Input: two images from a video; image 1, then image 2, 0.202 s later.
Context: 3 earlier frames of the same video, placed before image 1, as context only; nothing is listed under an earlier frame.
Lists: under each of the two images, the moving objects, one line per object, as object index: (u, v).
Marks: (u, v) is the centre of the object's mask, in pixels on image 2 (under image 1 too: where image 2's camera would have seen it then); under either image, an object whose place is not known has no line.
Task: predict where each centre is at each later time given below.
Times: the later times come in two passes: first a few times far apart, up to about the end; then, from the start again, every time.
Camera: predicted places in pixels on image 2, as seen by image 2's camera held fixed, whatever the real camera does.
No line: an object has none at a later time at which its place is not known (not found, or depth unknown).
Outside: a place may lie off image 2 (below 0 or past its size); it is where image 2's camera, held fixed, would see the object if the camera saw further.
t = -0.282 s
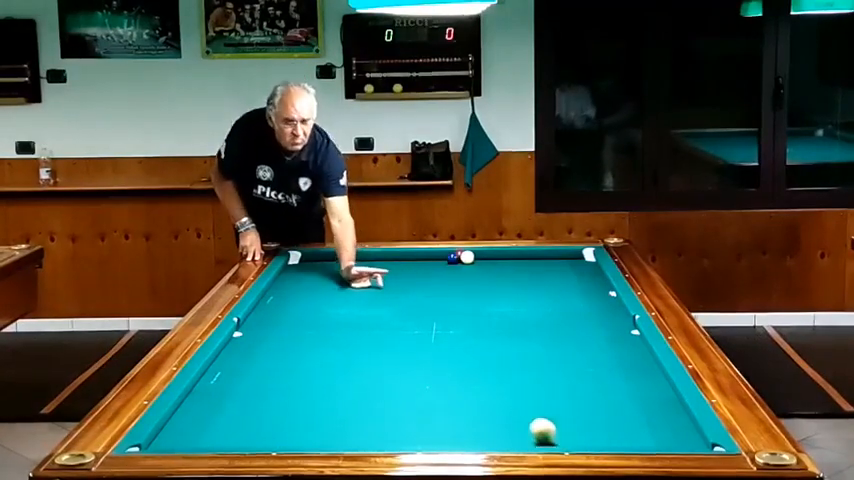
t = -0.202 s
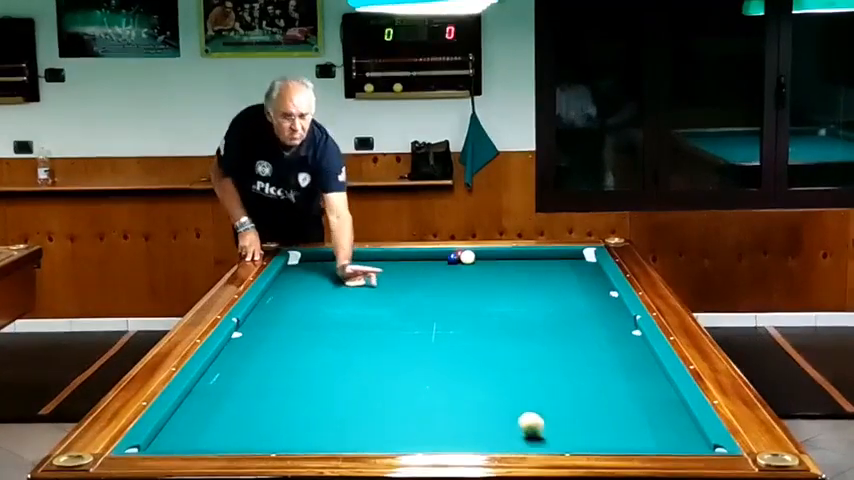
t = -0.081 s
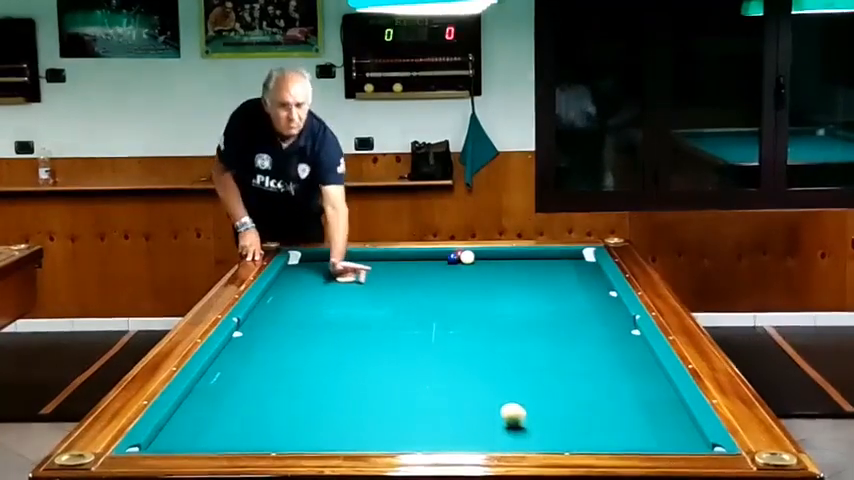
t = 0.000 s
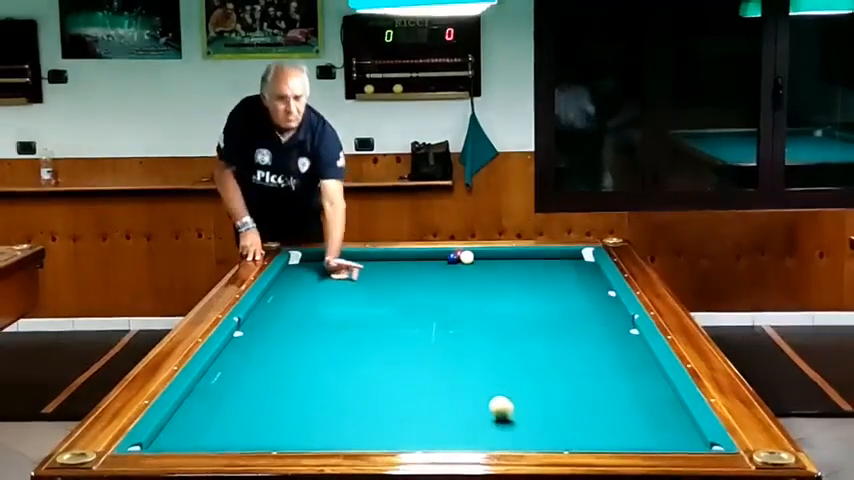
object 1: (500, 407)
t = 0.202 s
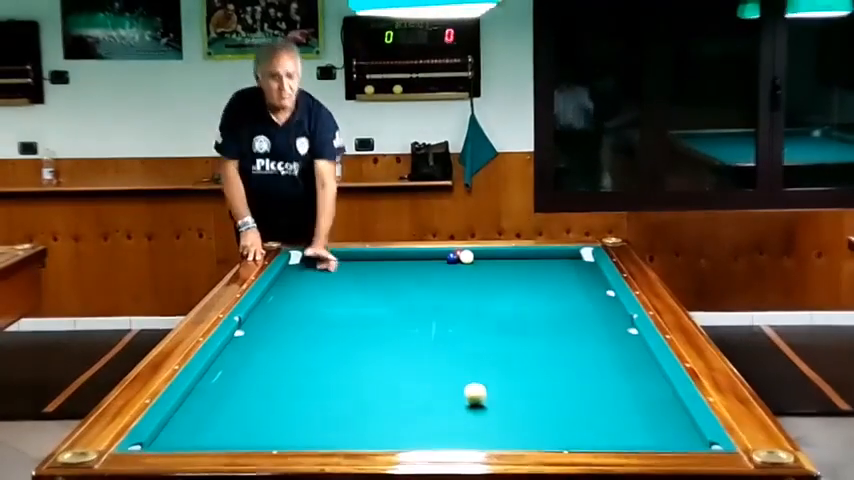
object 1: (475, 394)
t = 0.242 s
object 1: (470, 392)
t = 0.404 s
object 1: (451, 382)
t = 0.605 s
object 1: (429, 371)
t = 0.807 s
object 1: (408, 361)
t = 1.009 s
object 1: (390, 352)
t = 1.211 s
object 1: (372, 343)
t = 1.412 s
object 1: (355, 335)
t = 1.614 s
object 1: (340, 328)
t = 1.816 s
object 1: (326, 320)
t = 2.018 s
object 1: (313, 313)
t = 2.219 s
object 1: (300, 307)
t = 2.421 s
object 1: (288, 301)
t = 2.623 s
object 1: (278, 295)
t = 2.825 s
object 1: (277, 290)
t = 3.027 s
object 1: (287, 285)
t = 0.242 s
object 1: (470, 392)
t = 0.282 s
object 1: (465, 389)
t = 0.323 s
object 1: (460, 387)
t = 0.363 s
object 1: (455, 384)
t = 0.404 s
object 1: (451, 382)
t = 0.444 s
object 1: (446, 380)
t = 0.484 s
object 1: (442, 377)
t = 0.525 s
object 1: (437, 375)
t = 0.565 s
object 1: (433, 373)
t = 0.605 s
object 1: (429, 371)
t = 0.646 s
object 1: (425, 369)
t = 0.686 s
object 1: (421, 367)
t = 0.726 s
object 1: (417, 365)
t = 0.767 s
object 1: (413, 363)
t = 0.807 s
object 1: (408, 361)
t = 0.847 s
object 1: (405, 359)
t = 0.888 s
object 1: (401, 357)
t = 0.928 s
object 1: (397, 355)
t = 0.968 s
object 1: (393, 353)
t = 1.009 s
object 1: (390, 352)
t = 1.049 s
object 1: (386, 350)
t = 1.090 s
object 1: (383, 348)
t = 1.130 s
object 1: (379, 346)
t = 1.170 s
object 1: (376, 345)
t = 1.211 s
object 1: (372, 343)
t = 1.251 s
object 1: (369, 341)
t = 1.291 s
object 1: (365, 340)
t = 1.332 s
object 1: (362, 338)
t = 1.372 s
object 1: (358, 337)
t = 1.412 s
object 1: (355, 335)
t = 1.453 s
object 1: (352, 334)
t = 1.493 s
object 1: (349, 332)
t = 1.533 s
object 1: (346, 331)
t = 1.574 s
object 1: (343, 329)
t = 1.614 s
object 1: (340, 328)
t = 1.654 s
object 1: (337, 326)
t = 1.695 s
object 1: (334, 324)
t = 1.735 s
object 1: (331, 323)
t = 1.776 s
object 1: (329, 321)
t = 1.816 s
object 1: (326, 320)
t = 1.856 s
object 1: (323, 319)
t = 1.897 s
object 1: (321, 317)
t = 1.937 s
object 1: (318, 316)
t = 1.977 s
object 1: (315, 315)
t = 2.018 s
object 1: (313, 313)
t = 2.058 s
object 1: (310, 312)
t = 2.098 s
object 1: (308, 311)
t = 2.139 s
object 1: (305, 310)
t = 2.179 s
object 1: (303, 308)
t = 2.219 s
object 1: (300, 307)
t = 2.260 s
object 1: (298, 306)
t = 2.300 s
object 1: (296, 305)
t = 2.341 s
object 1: (293, 304)
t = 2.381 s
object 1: (291, 303)
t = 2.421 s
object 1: (288, 301)
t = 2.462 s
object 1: (286, 300)
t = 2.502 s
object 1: (284, 299)
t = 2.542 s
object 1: (282, 298)
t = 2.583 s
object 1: (280, 297)
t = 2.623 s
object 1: (278, 295)
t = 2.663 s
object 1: (276, 294)
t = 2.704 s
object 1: (274, 293)
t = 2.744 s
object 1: (272, 292)
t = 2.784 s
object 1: (274, 291)
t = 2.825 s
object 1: (277, 290)
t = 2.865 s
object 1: (279, 289)
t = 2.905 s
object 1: (281, 288)
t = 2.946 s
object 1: (283, 287)
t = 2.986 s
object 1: (285, 286)
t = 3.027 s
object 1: (287, 285)
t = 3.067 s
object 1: (289, 284)
